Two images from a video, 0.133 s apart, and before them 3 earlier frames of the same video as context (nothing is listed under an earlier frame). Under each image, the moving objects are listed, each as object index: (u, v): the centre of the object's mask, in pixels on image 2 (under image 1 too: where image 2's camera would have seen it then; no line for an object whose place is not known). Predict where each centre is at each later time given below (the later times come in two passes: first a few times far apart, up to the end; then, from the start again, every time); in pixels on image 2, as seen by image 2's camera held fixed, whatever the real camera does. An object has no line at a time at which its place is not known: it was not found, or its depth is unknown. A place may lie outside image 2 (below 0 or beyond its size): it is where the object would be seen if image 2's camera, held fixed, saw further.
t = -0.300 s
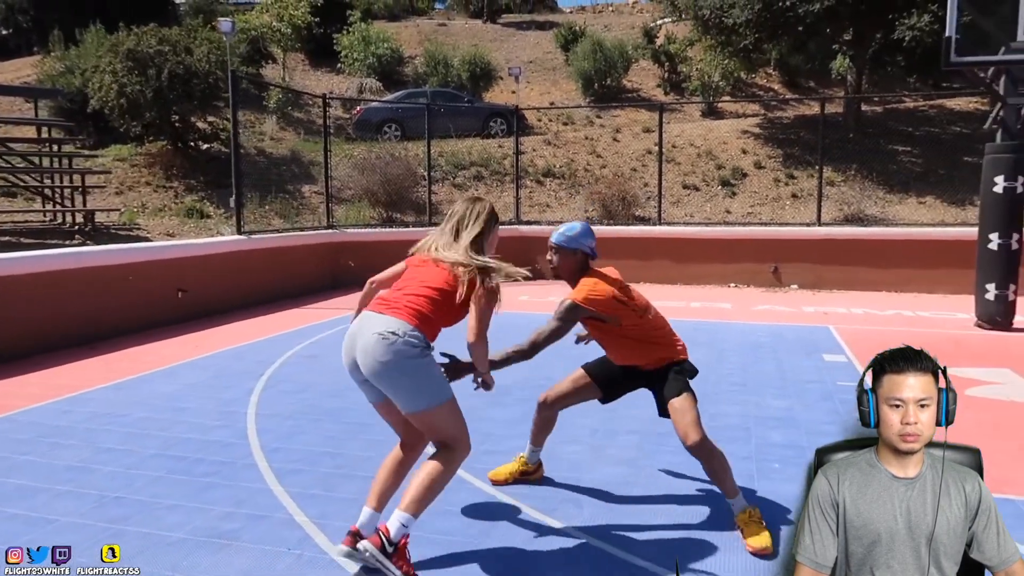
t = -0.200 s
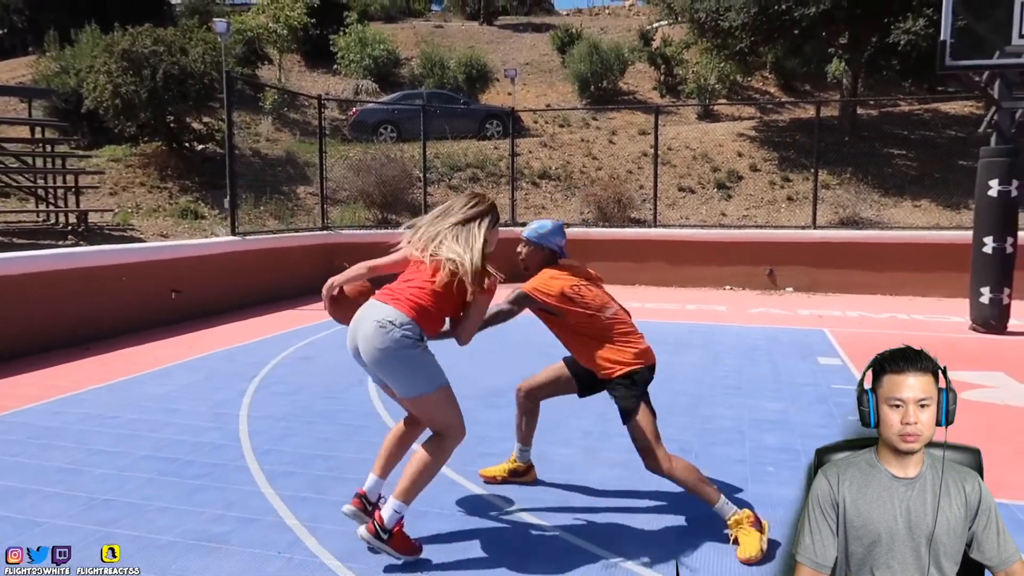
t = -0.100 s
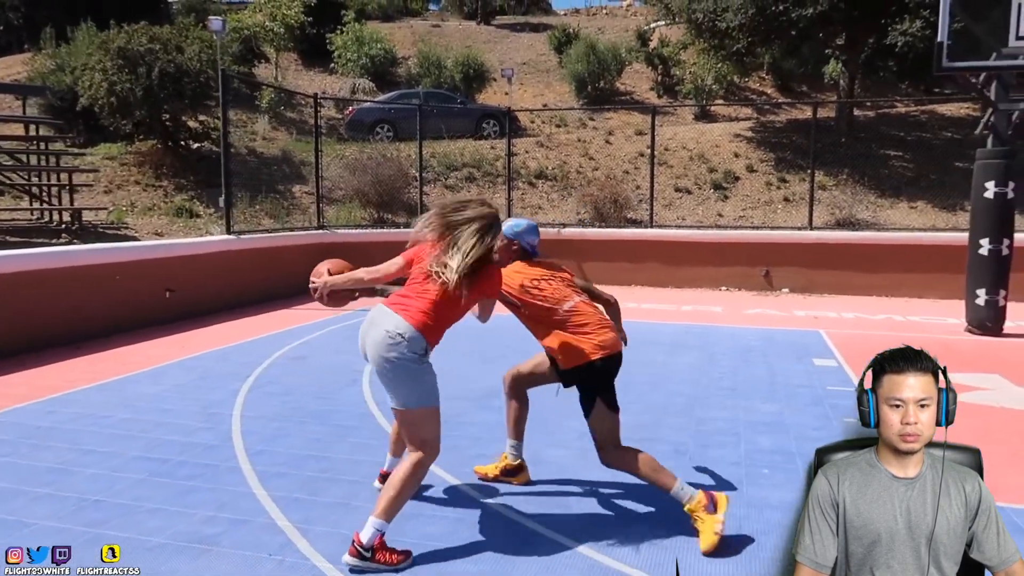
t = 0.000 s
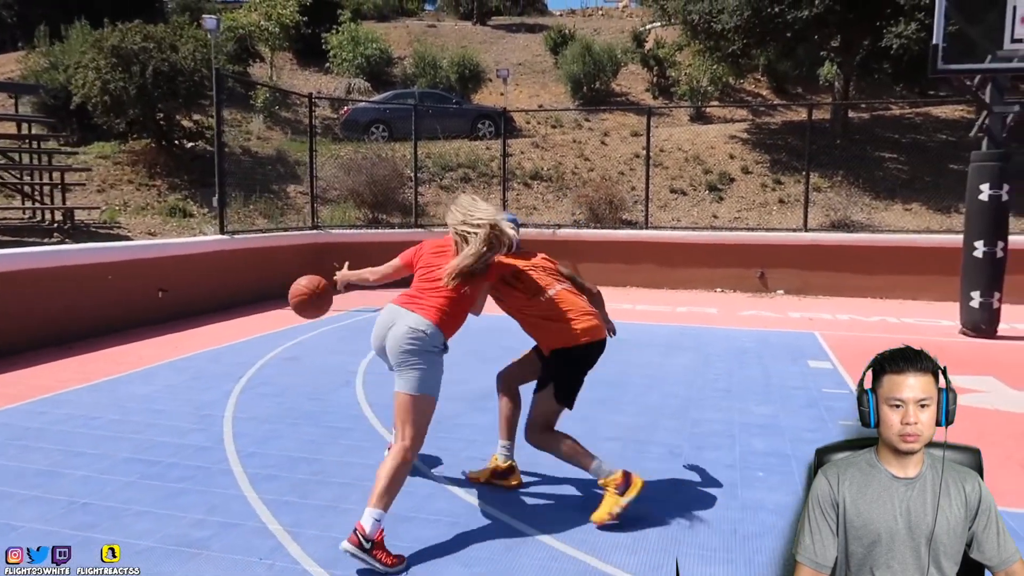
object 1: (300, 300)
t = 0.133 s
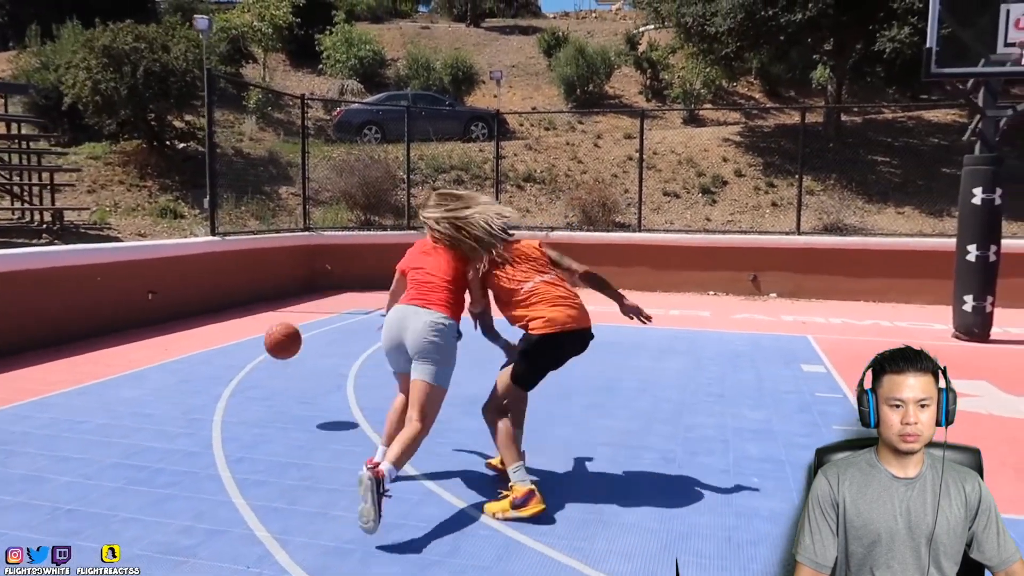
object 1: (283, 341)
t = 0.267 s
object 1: (270, 377)
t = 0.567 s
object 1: (268, 275)
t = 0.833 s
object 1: (270, 279)
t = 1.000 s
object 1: (272, 314)
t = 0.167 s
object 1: (279, 353)
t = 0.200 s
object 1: (275, 366)
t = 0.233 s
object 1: (272, 379)
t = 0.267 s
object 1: (270, 377)
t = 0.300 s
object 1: (270, 358)
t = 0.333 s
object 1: (270, 341)
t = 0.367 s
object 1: (269, 327)
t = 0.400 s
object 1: (269, 314)
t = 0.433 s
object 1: (268, 302)
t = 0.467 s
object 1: (269, 294)
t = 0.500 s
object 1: (268, 286)
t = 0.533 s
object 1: (268, 280)
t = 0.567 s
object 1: (268, 275)
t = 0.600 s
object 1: (268, 271)
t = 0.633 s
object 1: (268, 269)
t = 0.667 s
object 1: (269, 268)
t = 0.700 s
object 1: (269, 269)
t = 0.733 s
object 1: (269, 269)
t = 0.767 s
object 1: (269, 271)
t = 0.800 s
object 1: (269, 275)
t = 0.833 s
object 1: (270, 279)
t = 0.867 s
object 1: (270, 284)
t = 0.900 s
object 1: (270, 291)
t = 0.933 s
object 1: (270, 298)
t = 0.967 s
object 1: (271, 306)
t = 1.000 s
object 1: (272, 314)
